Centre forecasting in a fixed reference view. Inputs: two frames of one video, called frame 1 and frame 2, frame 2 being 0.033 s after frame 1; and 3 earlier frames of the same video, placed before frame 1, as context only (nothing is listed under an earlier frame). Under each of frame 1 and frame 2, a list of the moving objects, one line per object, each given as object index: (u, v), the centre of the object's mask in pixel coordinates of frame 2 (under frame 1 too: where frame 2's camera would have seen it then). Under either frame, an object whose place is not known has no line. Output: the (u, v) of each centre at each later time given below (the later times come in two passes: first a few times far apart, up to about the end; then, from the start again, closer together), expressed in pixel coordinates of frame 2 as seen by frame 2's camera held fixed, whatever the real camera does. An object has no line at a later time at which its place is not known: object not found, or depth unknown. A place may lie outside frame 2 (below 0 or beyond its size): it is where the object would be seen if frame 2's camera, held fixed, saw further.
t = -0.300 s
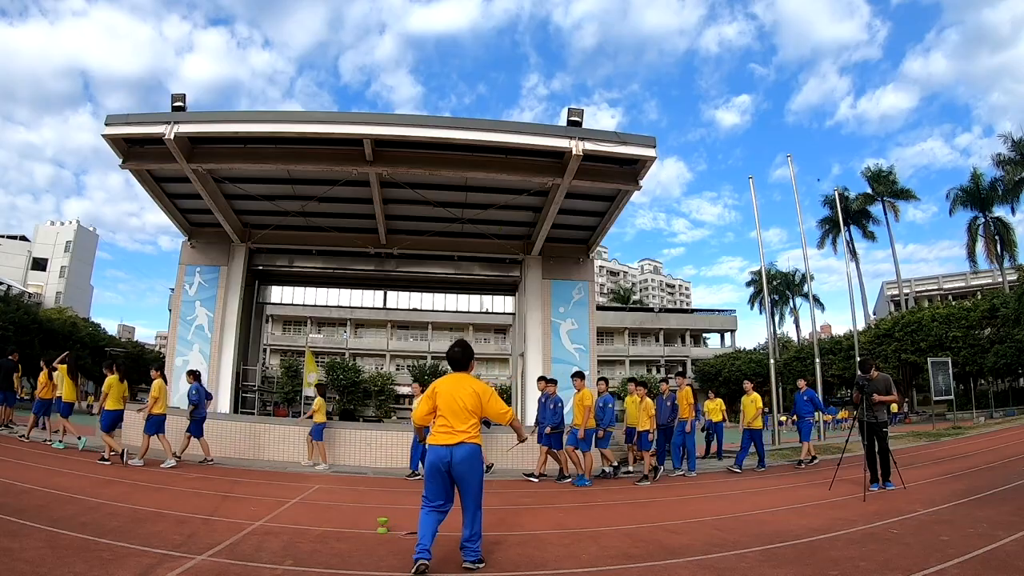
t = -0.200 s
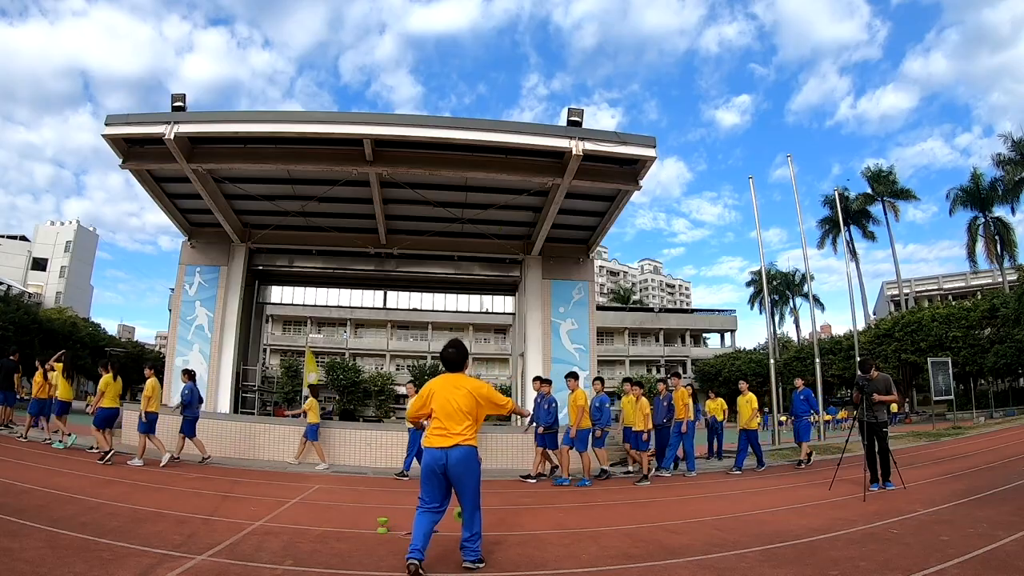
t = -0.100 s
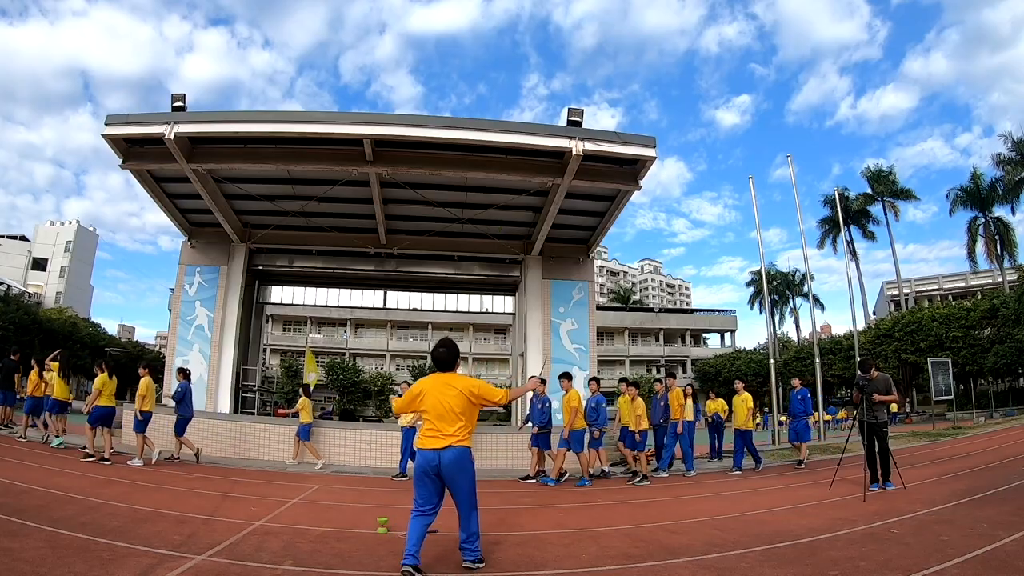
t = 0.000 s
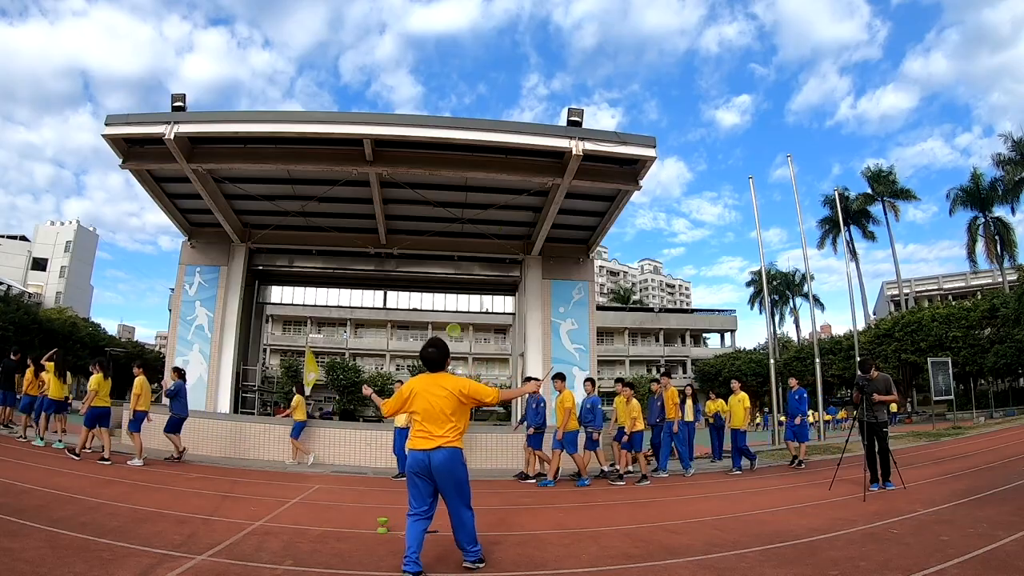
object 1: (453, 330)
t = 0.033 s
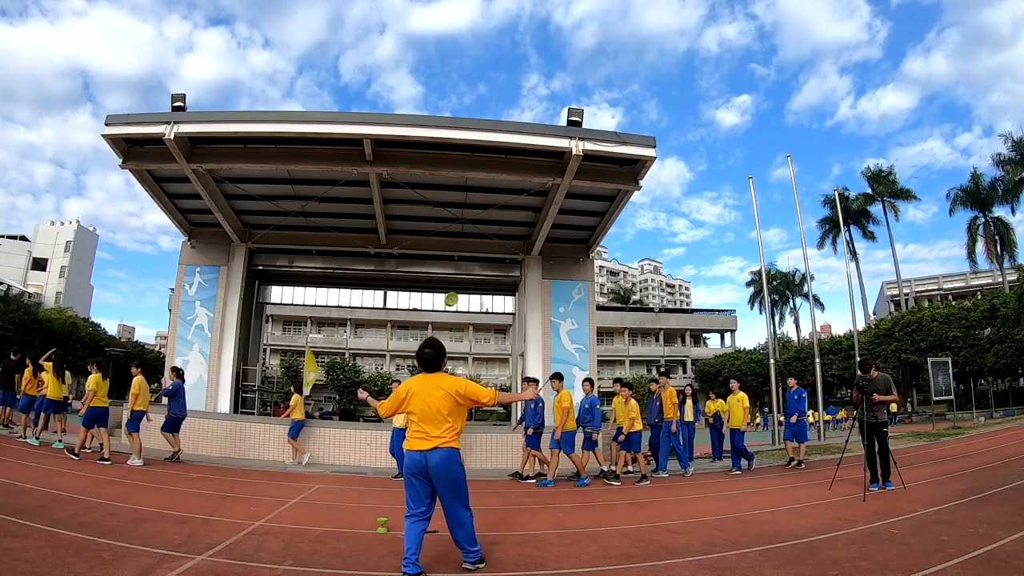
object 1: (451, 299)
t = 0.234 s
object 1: (441, 155)
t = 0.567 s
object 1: (423, 36)
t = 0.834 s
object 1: (402, 17)
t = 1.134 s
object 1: (365, 73)
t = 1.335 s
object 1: (328, 177)
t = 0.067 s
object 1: (449, 270)
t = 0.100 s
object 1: (447, 243)
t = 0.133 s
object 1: (446, 218)
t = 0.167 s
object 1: (444, 195)
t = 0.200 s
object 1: (443, 173)
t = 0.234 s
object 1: (441, 155)
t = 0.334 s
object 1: (436, 105)
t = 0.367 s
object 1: (435, 92)
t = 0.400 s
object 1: (433, 80)
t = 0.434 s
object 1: (431, 68)
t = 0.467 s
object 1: (429, 59)
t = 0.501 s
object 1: (427, 50)
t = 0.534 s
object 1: (425, 43)
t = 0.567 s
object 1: (423, 36)
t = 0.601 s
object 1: (421, 30)
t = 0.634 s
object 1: (418, 26)
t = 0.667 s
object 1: (416, 22)
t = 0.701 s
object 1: (413, 19)
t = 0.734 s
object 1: (411, 18)
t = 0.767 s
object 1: (408, 17)
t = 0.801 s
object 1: (405, 16)
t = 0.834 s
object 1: (402, 17)
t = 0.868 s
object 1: (399, 19)
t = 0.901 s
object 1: (396, 22)
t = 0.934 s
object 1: (392, 26)
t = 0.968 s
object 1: (388, 31)
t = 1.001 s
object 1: (384, 37)
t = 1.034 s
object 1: (380, 44)
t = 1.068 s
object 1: (375, 52)
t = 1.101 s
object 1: (370, 62)
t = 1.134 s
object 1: (365, 73)
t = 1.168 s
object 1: (360, 86)
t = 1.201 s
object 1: (354, 100)
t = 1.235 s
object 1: (348, 116)
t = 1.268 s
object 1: (341, 135)
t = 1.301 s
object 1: (335, 154)
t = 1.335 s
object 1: (328, 177)
